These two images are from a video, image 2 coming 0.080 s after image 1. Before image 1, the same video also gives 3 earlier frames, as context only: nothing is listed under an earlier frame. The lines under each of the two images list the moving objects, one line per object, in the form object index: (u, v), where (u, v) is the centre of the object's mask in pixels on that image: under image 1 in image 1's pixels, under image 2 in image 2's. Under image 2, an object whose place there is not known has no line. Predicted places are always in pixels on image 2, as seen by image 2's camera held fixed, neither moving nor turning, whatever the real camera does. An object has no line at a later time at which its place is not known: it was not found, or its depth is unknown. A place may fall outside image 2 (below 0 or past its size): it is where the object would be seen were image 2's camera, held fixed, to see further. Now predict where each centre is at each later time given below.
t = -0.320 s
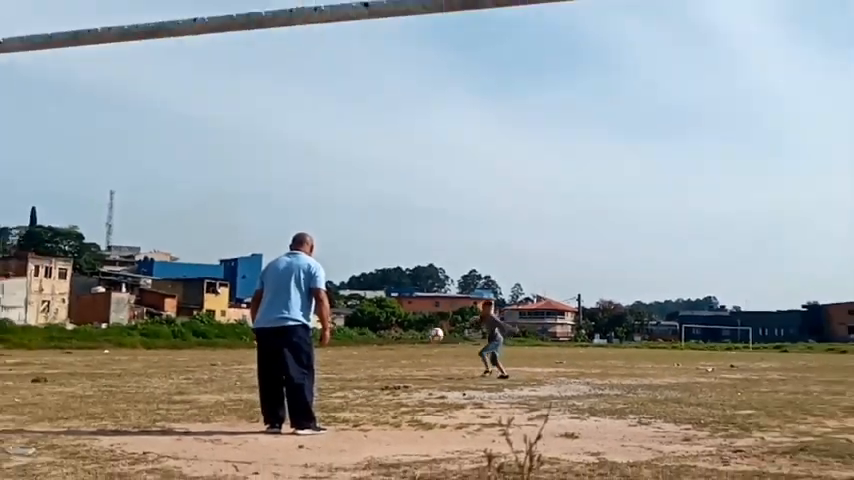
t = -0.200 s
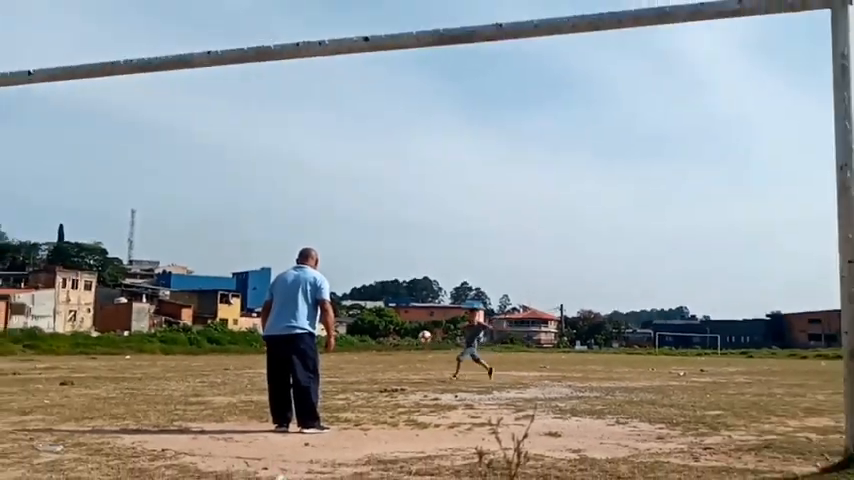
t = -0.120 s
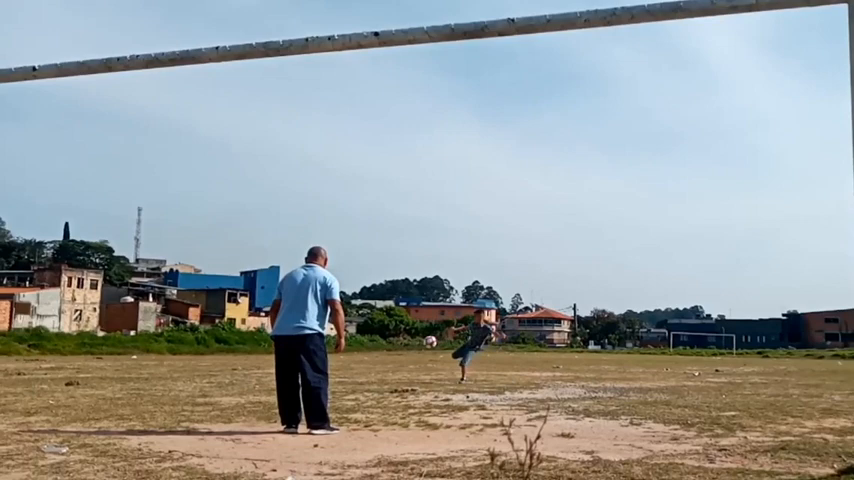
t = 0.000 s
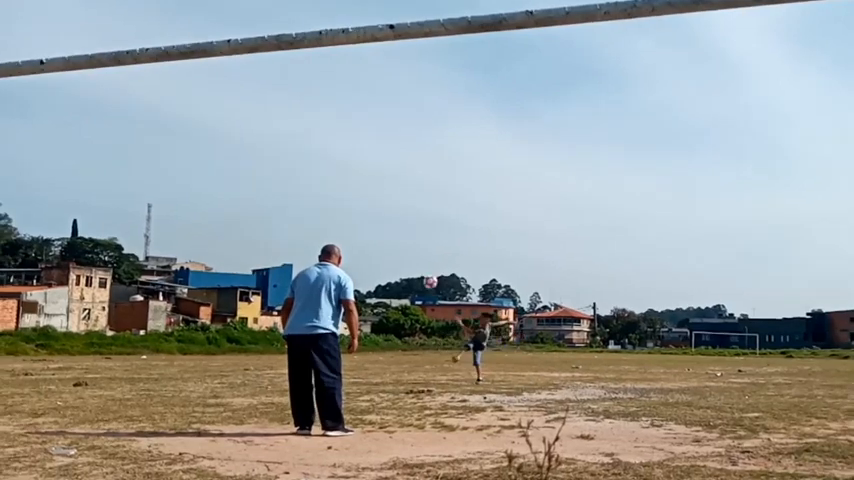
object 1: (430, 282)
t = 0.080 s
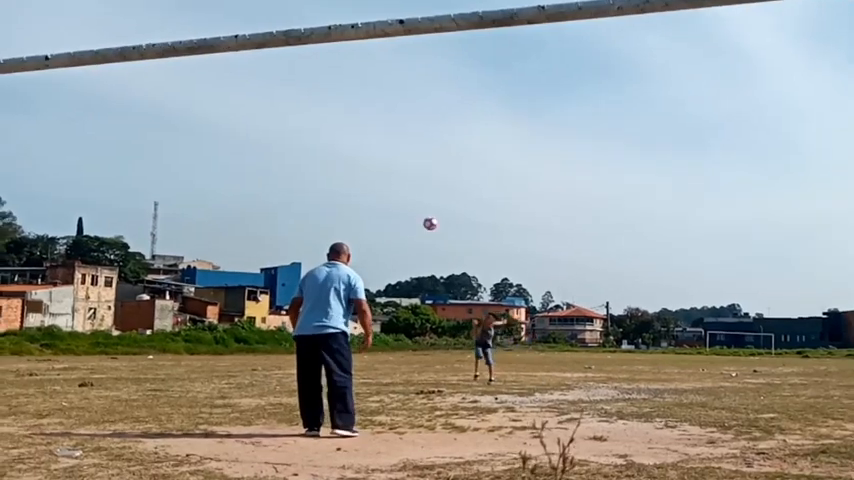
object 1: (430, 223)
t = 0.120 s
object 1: (421, 172)
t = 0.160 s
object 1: (417, 148)
